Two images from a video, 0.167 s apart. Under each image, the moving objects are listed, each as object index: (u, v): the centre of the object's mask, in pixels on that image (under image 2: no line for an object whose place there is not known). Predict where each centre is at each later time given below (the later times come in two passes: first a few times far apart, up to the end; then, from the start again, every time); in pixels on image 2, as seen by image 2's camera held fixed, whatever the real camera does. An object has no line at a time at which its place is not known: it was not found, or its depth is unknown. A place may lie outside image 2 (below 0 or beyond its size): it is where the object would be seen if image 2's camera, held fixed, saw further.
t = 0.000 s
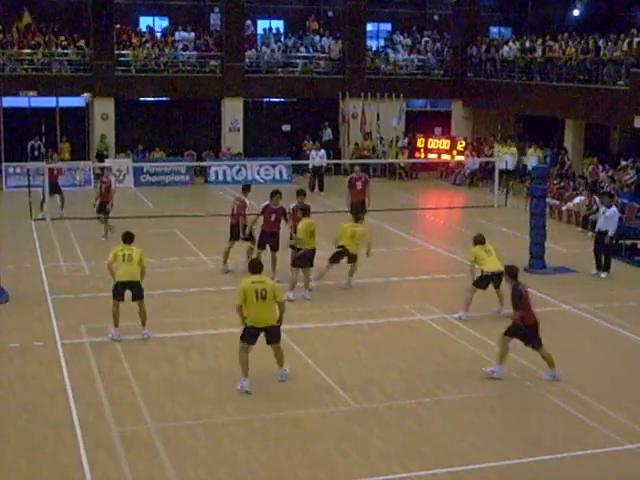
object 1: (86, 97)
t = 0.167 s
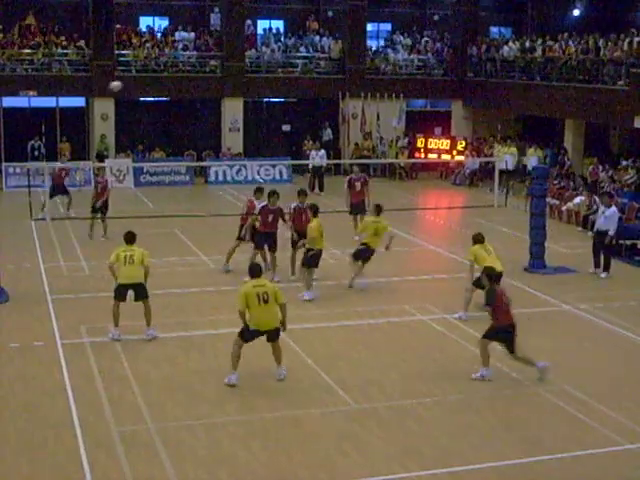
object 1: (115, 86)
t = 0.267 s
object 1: (134, 85)
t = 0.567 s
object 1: (198, 114)
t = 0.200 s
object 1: (121, 85)
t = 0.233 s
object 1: (128, 85)
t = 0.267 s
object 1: (134, 85)
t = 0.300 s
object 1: (140, 85)
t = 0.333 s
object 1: (147, 87)
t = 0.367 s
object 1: (154, 88)
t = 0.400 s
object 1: (161, 91)
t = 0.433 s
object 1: (168, 94)
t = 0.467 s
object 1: (175, 98)
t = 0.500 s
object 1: (183, 103)
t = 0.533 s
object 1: (190, 108)
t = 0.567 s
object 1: (198, 114)
